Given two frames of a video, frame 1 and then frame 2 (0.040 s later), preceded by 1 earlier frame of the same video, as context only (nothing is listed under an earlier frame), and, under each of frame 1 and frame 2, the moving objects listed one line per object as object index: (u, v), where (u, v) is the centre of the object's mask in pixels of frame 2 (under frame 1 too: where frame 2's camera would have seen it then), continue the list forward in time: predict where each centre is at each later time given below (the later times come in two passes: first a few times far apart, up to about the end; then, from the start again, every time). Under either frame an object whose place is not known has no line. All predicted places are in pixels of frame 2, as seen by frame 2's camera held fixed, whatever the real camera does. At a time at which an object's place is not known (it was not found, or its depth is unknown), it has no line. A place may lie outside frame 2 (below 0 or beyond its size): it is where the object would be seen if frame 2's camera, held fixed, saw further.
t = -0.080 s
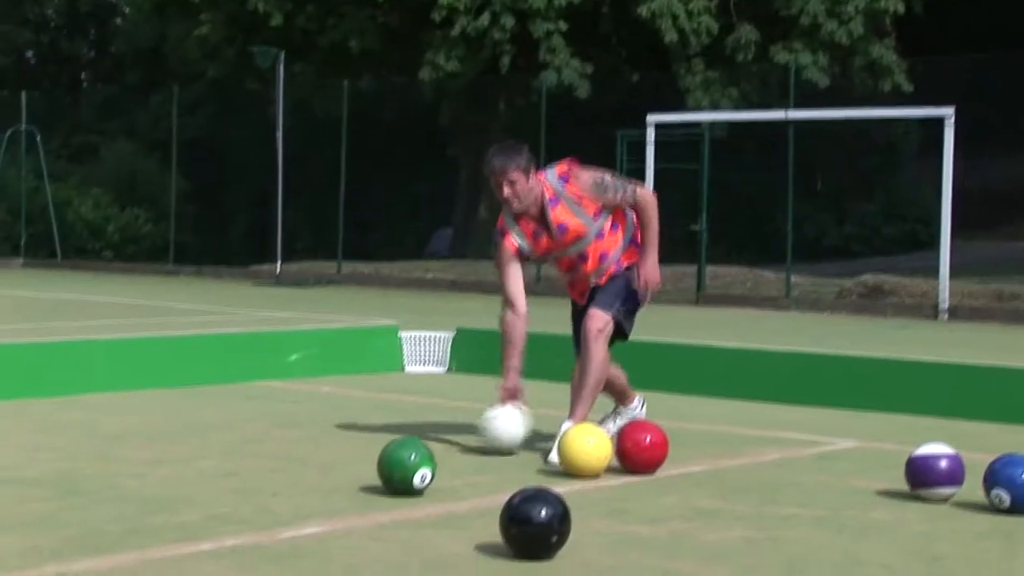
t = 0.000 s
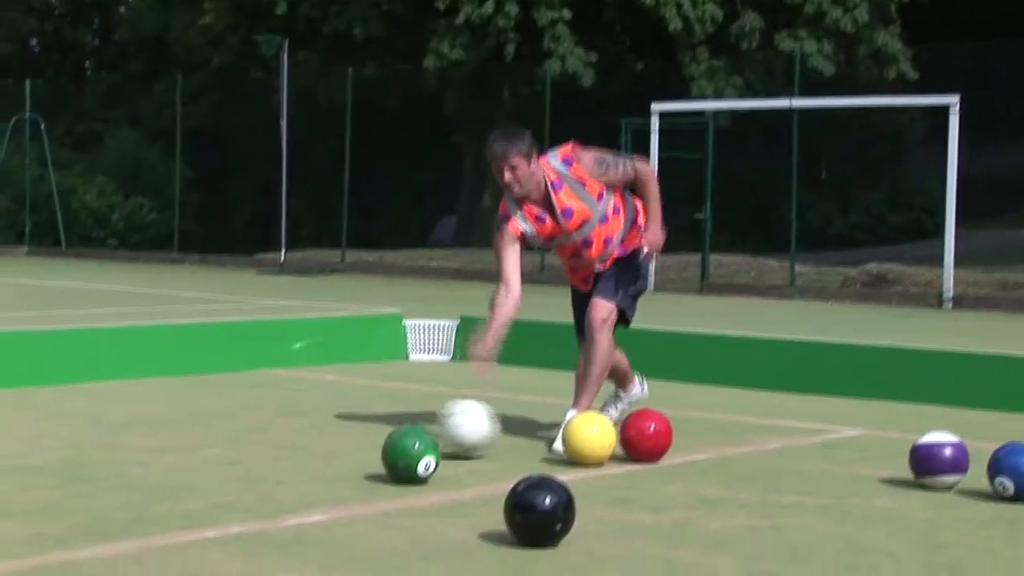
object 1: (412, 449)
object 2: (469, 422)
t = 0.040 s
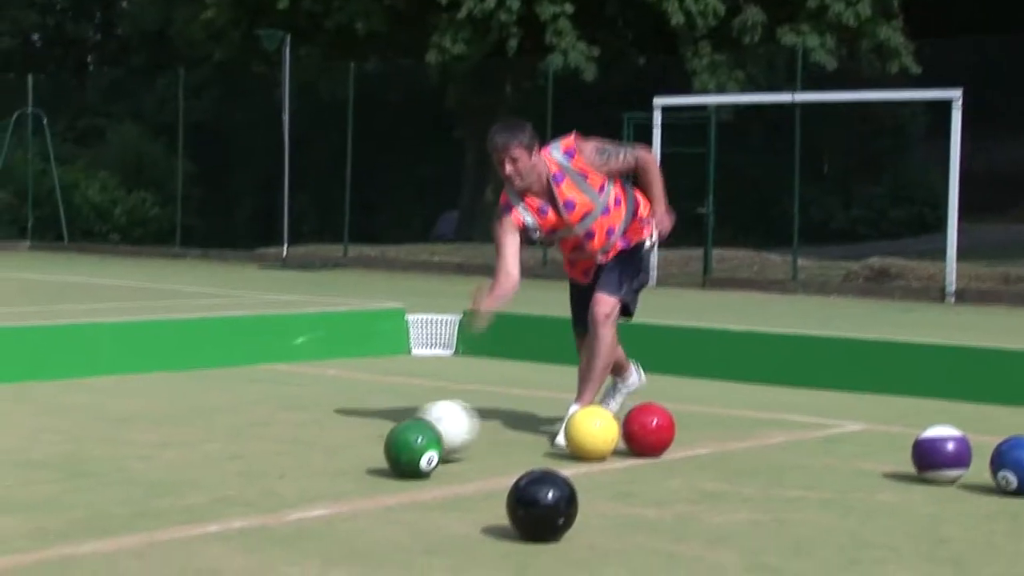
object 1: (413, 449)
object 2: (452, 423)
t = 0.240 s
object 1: (313, 486)
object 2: (406, 447)
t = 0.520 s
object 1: (115, 565)
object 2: (369, 456)
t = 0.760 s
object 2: (337, 464)
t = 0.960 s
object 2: (309, 471)
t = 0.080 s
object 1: (405, 452)
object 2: (436, 423)
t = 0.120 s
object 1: (385, 456)
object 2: (427, 427)
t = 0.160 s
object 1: (361, 463)
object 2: (418, 434)
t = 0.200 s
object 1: (339, 476)
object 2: (412, 441)
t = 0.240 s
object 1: (313, 486)
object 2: (406, 447)
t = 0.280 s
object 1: (288, 497)
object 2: (400, 448)
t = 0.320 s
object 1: (261, 507)
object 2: (395, 450)
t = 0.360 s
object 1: (236, 517)
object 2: (390, 451)
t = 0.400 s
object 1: (207, 528)
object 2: (385, 453)
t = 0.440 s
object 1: (178, 540)
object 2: (379, 454)
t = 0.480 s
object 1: (147, 552)
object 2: (374, 455)
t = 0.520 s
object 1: (115, 565)
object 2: (369, 456)
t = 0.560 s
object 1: (83, 574)
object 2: (363, 458)
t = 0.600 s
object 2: (358, 459)
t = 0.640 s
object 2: (352, 460)
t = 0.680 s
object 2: (347, 462)
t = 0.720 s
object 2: (343, 463)
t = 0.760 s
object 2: (337, 464)
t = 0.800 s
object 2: (331, 465)
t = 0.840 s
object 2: (326, 467)
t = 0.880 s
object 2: (320, 468)
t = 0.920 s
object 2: (315, 469)
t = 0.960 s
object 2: (309, 471)
